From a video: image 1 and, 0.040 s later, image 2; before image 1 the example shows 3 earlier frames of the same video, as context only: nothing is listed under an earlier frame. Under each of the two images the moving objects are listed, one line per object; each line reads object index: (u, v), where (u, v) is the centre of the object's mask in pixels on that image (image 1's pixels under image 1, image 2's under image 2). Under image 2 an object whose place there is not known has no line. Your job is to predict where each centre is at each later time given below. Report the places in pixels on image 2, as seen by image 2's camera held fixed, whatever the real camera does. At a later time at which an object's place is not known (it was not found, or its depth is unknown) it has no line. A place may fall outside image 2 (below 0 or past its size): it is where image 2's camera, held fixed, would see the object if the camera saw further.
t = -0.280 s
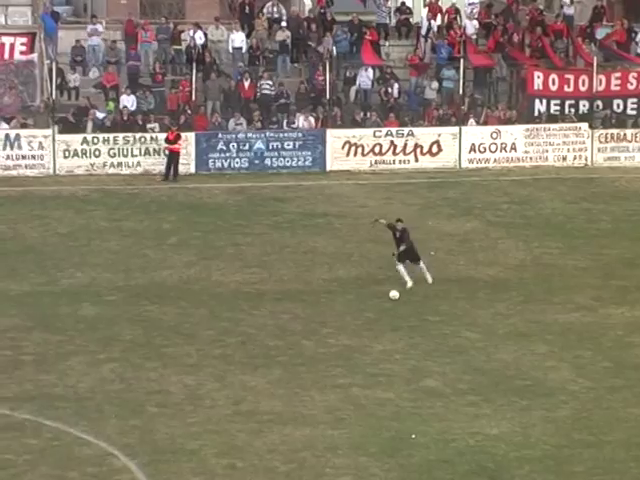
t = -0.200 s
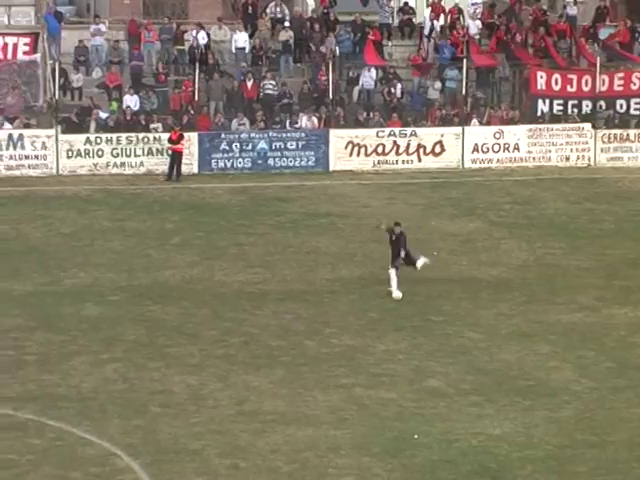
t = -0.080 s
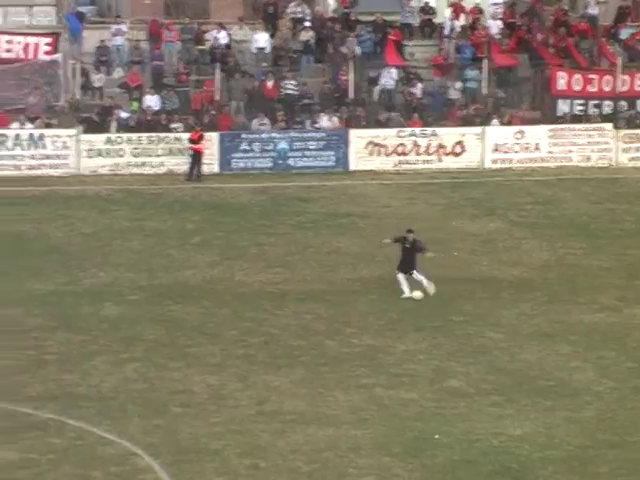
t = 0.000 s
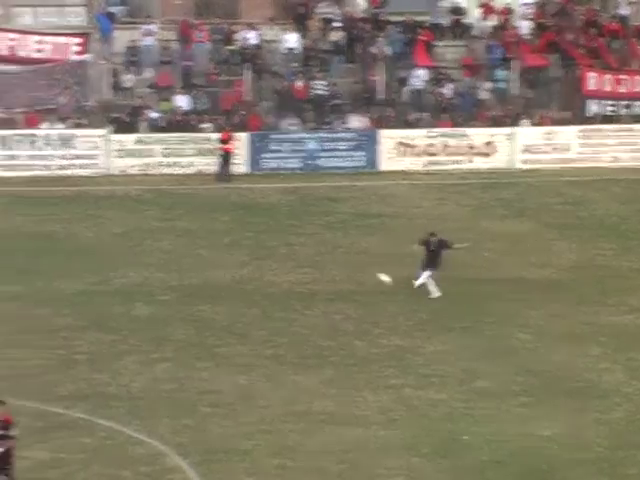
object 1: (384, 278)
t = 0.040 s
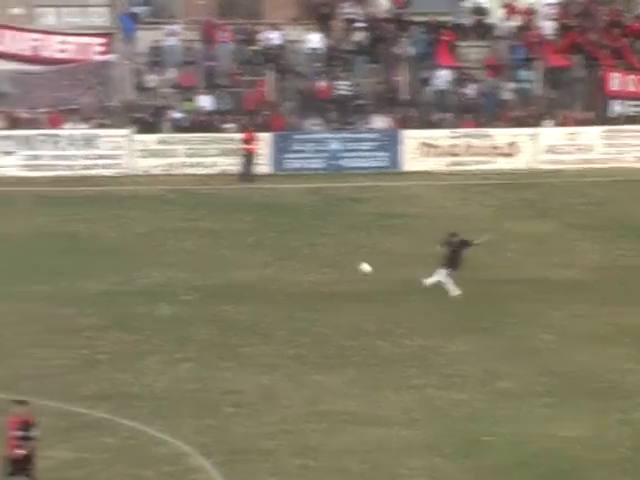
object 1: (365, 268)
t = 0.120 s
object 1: (281, 245)
